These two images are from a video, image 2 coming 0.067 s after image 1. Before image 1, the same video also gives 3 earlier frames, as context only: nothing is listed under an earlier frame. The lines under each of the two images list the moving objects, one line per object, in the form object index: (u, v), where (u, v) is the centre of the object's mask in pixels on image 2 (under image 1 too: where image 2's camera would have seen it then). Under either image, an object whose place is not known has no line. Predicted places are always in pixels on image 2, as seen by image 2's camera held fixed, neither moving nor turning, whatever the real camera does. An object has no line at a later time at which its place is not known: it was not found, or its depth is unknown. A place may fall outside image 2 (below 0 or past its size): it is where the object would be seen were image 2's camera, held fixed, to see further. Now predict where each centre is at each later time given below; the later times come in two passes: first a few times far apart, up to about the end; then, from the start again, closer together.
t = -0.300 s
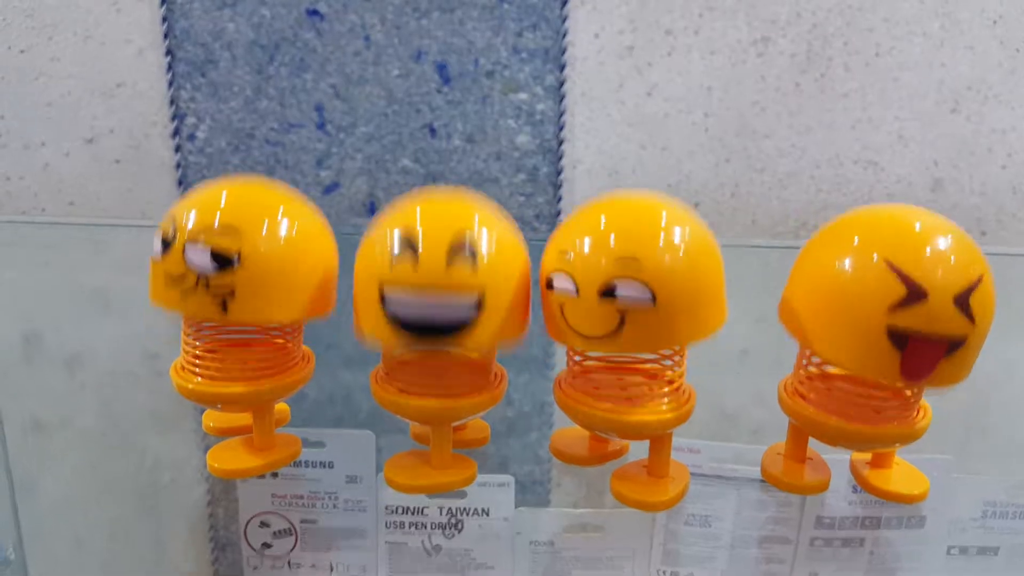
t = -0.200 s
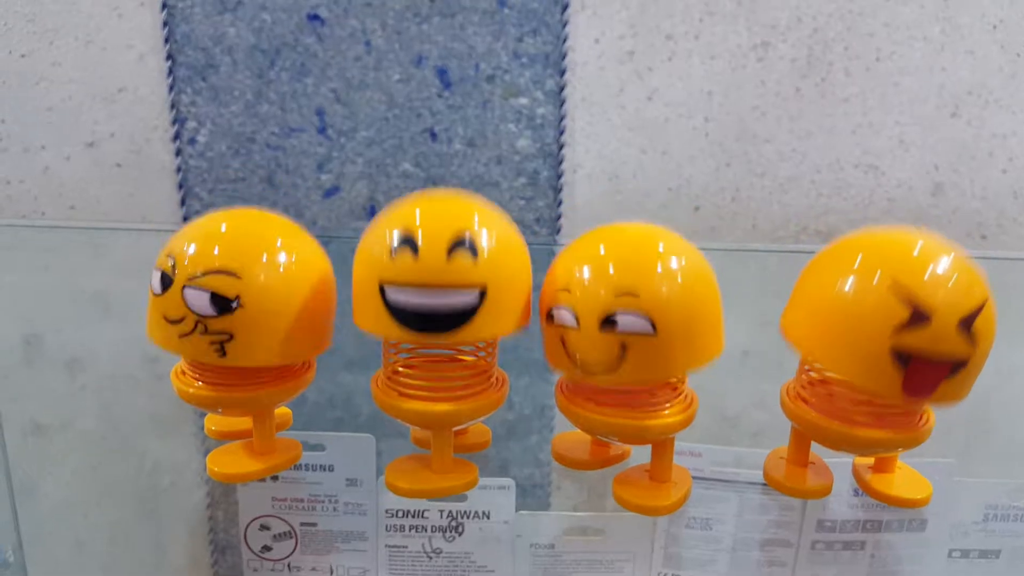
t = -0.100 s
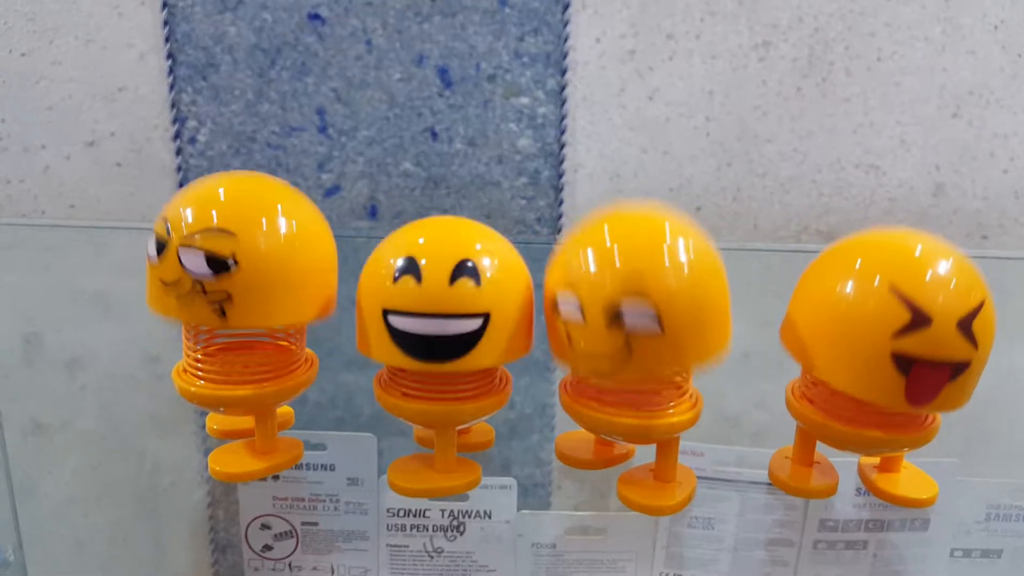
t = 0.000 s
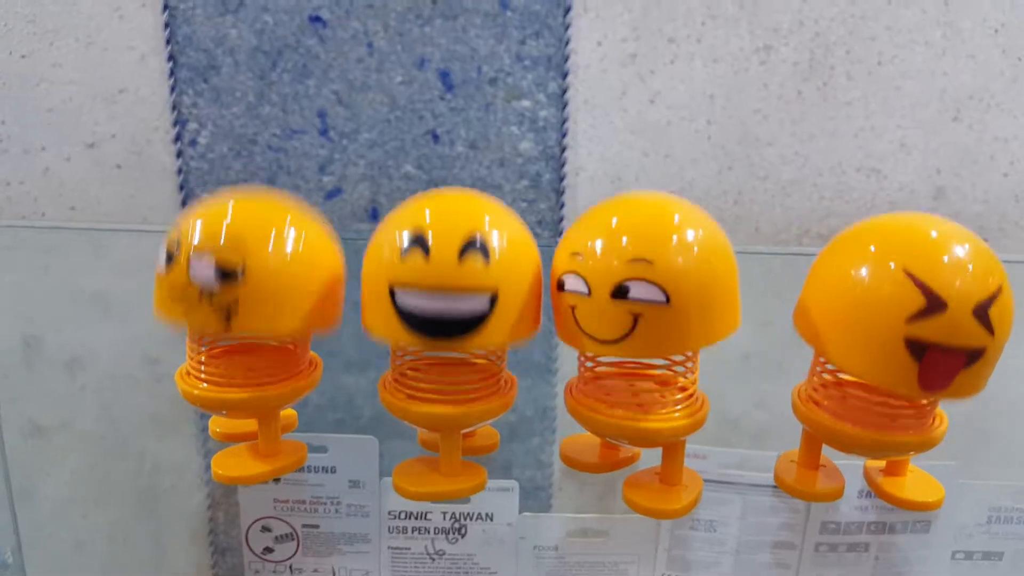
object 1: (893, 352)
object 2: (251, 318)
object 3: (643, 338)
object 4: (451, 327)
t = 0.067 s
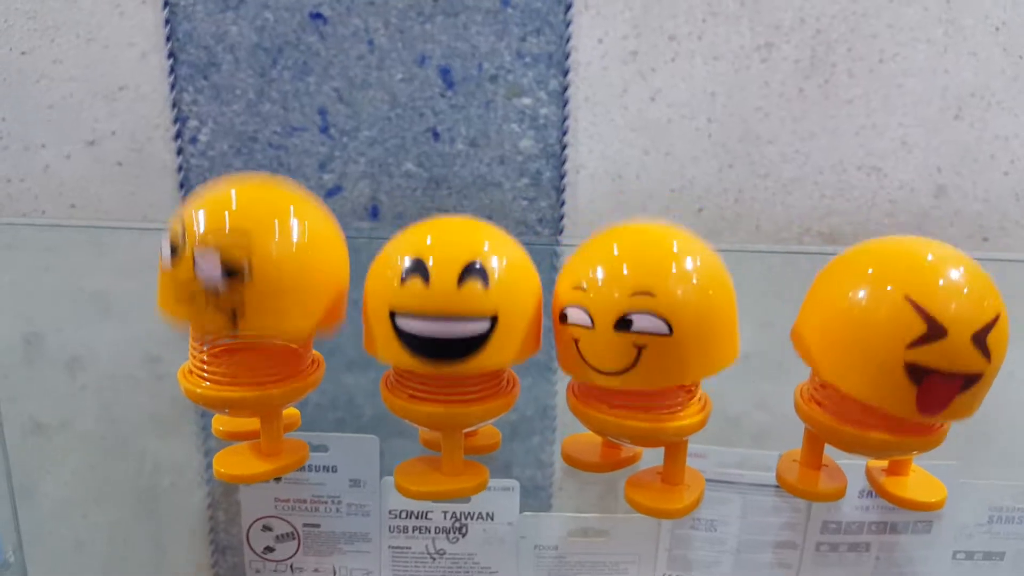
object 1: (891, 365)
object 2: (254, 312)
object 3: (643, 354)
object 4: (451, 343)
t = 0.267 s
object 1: (902, 354)
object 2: (258, 327)
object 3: (651, 340)
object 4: (459, 328)
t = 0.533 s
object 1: (894, 361)
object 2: (249, 310)
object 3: (644, 346)
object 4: (451, 342)
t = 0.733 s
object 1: (879, 350)
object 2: (236, 328)
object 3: (630, 338)
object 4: (435, 330)
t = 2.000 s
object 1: (874, 368)
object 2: (248, 331)
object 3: (632, 341)
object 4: (443, 330)
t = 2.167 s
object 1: (883, 368)
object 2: (256, 328)
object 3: (637, 344)
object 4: (448, 330)
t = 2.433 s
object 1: (886, 368)
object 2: (258, 324)
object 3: (641, 344)
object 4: (451, 343)
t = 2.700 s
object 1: (879, 358)
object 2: (245, 315)
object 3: (632, 342)
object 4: (442, 343)
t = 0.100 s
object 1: (895, 358)
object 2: (253, 325)
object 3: (644, 349)
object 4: (452, 330)
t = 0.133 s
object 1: (897, 351)
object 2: (253, 328)
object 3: (645, 338)
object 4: (453, 325)
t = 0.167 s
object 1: (896, 354)
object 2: (254, 316)
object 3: (646, 339)
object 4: (454, 330)
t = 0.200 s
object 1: (894, 362)
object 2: (254, 309)
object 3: (649, 351)
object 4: (456, 341)
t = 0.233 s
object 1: (897, 361)
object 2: (257, 314)
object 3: (651, 351)
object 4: (458, 338)
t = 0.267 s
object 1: (902, 354)
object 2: (258, 327)
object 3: (651, 340)
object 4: (459, 328)
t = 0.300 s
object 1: (904, 353)
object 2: (262, 324)
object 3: (652, 338)
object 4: (461, 326)
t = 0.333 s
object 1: (904, 358)
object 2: (263, 311)
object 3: (654, 346)
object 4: (461, 331)
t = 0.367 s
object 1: (902, 363)
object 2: (263, 309)
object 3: (654, 354)
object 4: (460, 342)
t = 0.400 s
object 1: (903, 356)
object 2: (261, 319)
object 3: (653, 342)
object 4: (459, 334)
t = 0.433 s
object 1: (904, 350)
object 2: (257, 329)
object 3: (653, 336)
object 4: (458, 325)
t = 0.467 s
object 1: (901, 352)
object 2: (254, 318)
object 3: (651, 341)
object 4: (457, 325)
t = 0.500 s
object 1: (895, 361)
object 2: (251, 308)
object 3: (648, 354)
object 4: (455, 335)
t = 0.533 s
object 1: (894, 361)
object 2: (249, 310)
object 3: (644, 346)
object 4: (451, 342)
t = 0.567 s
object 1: (896, 352)
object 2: (248, 322)
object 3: (641, 335)
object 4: (449, 331)
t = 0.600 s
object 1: (894, 351)
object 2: (247, 327)
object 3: (639, 339)
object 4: (447, 325)
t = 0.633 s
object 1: (887, 358)
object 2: (246, 315)
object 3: (637, 352)
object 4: (445, 327)
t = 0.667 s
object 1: (881, 364)
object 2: (244, 310)
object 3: (634, 350)
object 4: (441, 340)
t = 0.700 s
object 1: (880, 357)
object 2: (241, 315)
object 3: (632, 338)
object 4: (438, 341)
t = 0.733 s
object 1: (879, 350)
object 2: (236, 328)
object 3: (630, 338)
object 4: (435, 330)
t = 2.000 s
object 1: (874, 368)
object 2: (248, 331)
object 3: (632, 341)
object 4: (443, 330)
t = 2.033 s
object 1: (877, 364)
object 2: (250, 322)
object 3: (635, 347)
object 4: (445, 330)
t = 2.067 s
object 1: (882, 356)
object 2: (249, 314)
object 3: (636, 359)
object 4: (445, 340)
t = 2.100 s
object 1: (883, 356)
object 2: (251, 315)
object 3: (636, 350)
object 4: (446, 346)
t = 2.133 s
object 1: (882, 365)
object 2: (254, 324)
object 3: (636, 341)
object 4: (447, 336)
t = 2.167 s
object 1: (883, 368)
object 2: (256, 328)
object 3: (637, 344)
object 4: (448, 330)
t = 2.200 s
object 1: (888, 359)
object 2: (259, 318)
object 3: (638, 356)
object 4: (449, 332)
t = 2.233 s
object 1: (888, 357)
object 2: (260, 314)
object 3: (639, 356)
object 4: (450, 344)
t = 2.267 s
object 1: (886, 363)
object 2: (259, 320)
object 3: (640, 344)
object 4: (451, 345)
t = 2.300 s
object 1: (881, 369)
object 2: (257, 331)
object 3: (642, 343)
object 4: (452, 334)
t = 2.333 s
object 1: (884, 363)
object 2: (257, 328)
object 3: (642, 354)
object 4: (452, 331)
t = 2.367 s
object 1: (888, 356)
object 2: (255, 318)
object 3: (642, 358)
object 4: (452, 336)
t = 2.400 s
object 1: (889, 358)
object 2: (256, 316)
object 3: (642, 347)
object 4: (452, 347)
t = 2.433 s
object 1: (886, 368)
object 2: (258, 324)
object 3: (641, 344)
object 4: (451, 343)
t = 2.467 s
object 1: (885, 368)
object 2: (258, 333)
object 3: (640, 351)
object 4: (451, 333)
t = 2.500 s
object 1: (886, 360)
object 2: (260, 326)
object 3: (640, 361)
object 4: (451, 333)
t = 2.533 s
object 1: (885, 358)
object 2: (260, 318)
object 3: (639, 352)
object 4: (451, 342)
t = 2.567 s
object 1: (882, 365)
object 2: (259, 320)
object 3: (640, 345)
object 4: (451, 350)
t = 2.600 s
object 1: (878, 369)
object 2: (255, 329)
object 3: (639, 348)
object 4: (449, 339)
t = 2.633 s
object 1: (879, 362)
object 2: (251, 332)
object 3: (636, 359)
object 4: (448, 331)
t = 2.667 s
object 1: (881, 356)
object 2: (248, 321)
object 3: (634, 352)
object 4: (445, 332)
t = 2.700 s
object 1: (879, 358)
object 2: (245, 315)
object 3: (632, 342)
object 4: (442, 343)
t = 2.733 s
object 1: (875, 365)
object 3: (631, 342)
